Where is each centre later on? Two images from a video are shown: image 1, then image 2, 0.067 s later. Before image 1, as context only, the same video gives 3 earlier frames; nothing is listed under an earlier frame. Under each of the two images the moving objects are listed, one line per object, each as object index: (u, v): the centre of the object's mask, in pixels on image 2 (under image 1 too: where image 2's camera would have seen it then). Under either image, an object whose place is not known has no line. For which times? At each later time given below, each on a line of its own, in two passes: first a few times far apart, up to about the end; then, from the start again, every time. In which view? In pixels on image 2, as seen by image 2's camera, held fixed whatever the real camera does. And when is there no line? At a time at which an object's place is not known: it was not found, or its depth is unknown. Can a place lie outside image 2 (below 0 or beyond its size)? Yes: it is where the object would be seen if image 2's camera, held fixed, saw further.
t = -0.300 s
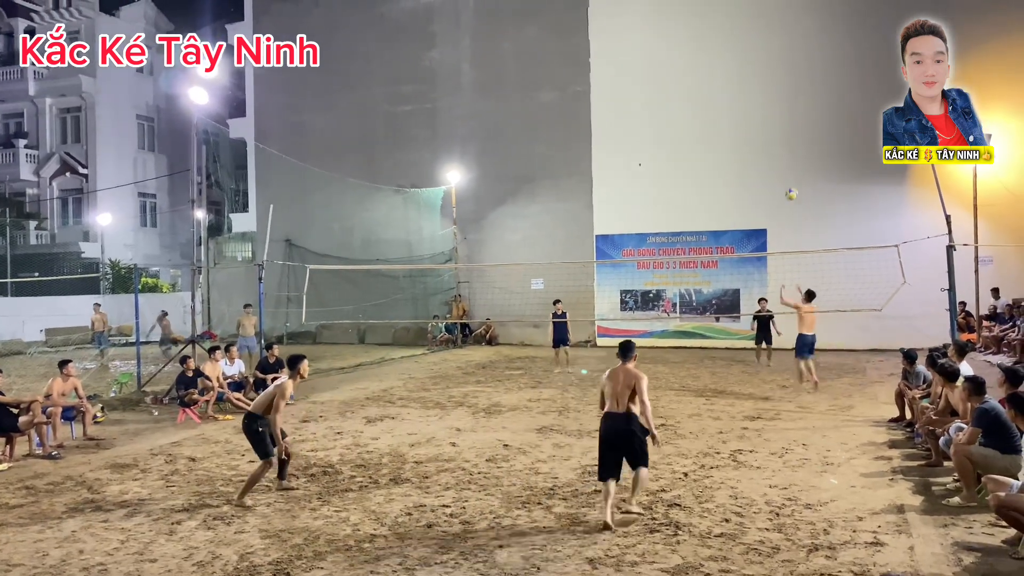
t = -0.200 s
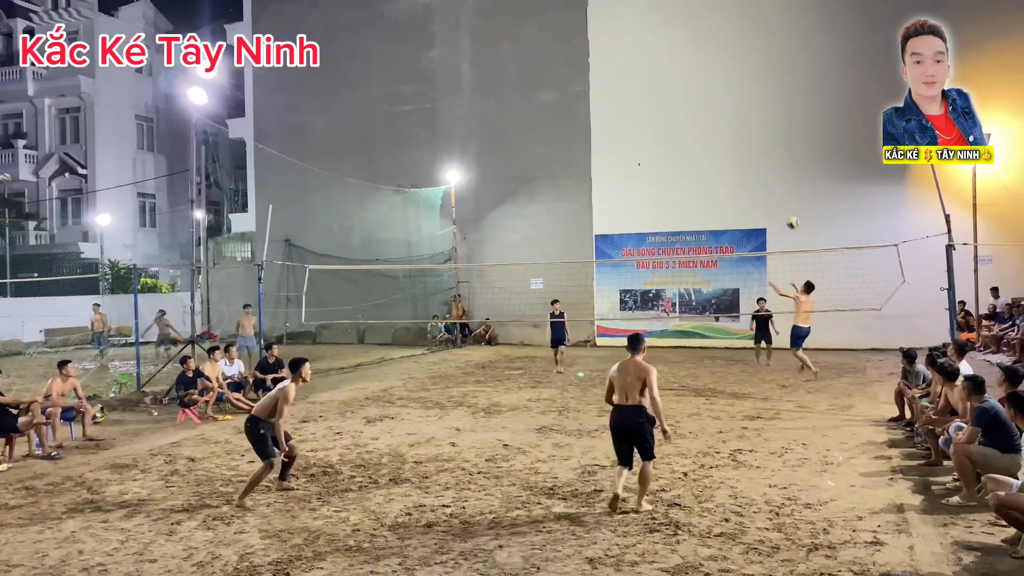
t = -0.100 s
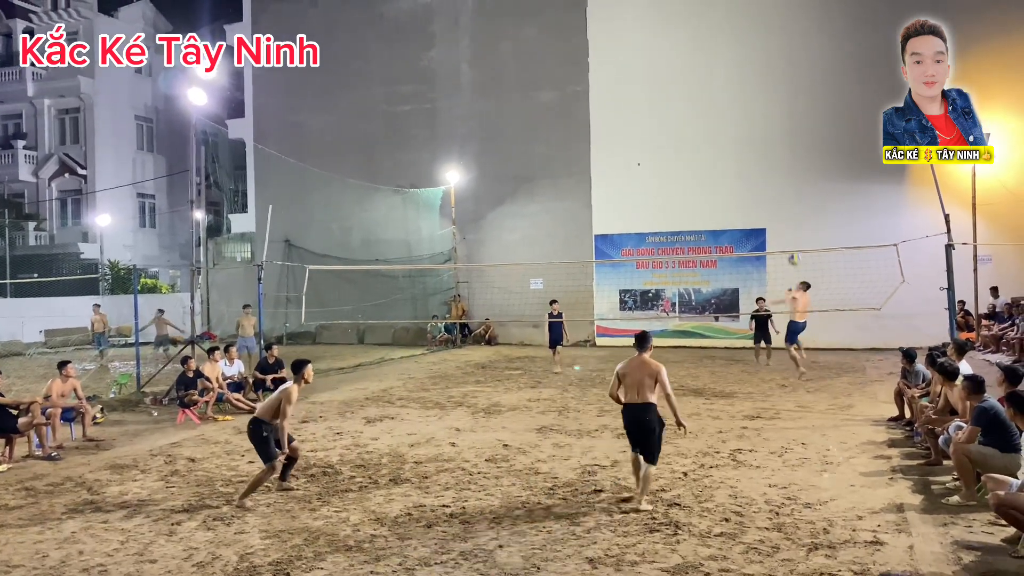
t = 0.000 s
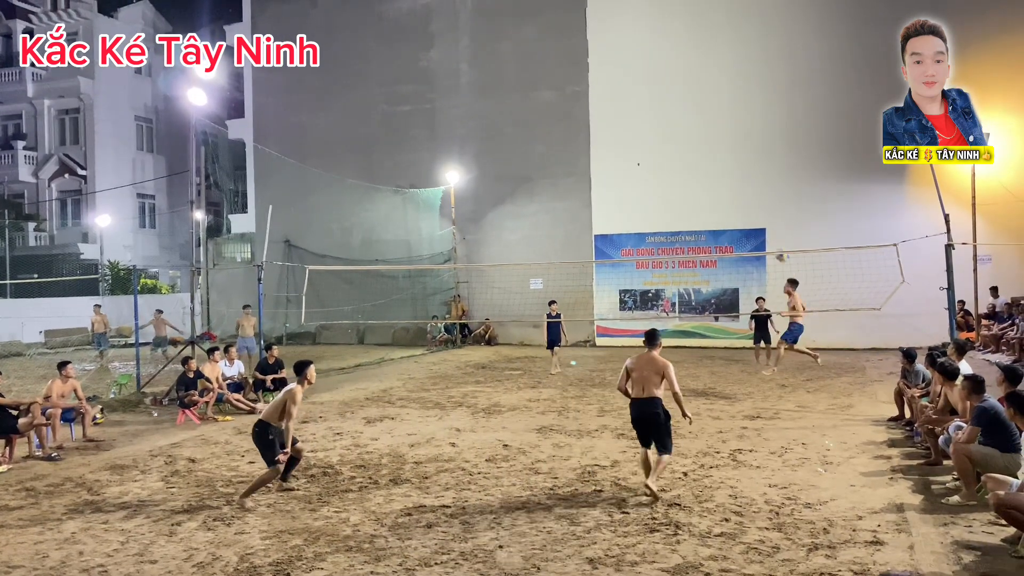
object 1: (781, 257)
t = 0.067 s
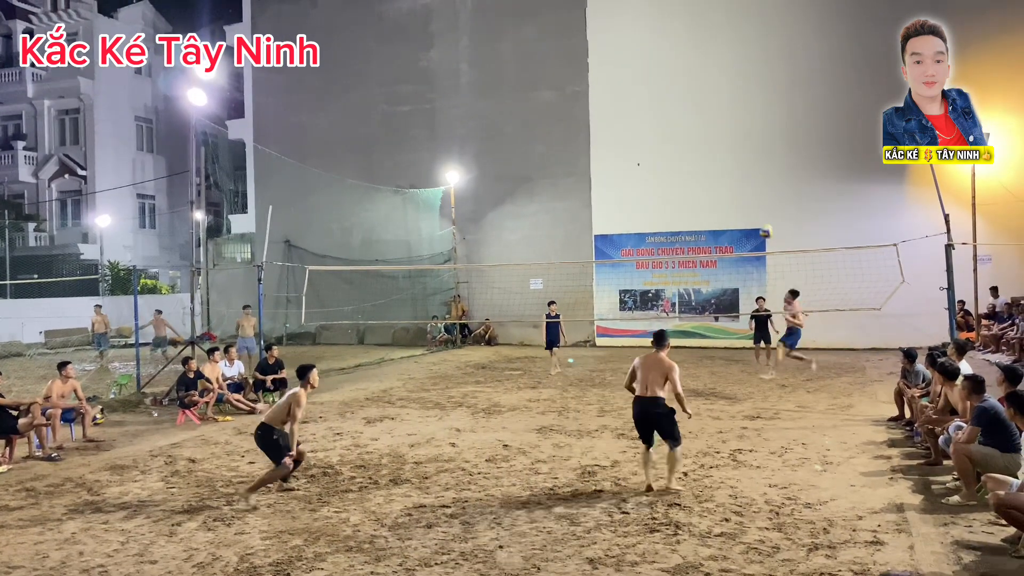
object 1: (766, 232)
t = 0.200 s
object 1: (734, 190)
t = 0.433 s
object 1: (667, 135)
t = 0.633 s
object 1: (600, 112)
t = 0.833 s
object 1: (517, 121)
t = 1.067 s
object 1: (395, 189)
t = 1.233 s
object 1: (278, 294)
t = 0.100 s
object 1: (758, 221)
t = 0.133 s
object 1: (750, 209)
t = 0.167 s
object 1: (742, 200)
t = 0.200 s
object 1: (734, 190)
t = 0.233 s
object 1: (725, 180)
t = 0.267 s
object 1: (716, 172)
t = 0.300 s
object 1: (706, 163)
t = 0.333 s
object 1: (697, 155)
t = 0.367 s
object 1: (688, 148)
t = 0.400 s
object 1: (678, 141)
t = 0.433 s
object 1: (667, 135)
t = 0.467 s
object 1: (657, 129)
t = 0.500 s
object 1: (646, 124)
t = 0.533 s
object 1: (635, 119)
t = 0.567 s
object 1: (624, 116)
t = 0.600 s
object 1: (612, 113)
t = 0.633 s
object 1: (600, 112)
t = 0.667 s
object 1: (587, 111)
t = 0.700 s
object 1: (574, 111)
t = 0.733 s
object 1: (561, 112)
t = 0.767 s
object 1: (547, 114)
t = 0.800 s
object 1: (532, 117)
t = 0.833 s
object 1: (517, 121)
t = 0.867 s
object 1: (502, 126)
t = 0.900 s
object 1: (485, 133)
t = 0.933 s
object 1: (468, 141)
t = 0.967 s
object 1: (451, 150)
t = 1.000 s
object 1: (432, 162)
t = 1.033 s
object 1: (413, 175)
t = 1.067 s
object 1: (395, 189)
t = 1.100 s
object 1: (372, 206)
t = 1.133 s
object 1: (351, 225)
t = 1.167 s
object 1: (329, 245)
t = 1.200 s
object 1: (303, 268)
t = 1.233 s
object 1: (278, 294)
